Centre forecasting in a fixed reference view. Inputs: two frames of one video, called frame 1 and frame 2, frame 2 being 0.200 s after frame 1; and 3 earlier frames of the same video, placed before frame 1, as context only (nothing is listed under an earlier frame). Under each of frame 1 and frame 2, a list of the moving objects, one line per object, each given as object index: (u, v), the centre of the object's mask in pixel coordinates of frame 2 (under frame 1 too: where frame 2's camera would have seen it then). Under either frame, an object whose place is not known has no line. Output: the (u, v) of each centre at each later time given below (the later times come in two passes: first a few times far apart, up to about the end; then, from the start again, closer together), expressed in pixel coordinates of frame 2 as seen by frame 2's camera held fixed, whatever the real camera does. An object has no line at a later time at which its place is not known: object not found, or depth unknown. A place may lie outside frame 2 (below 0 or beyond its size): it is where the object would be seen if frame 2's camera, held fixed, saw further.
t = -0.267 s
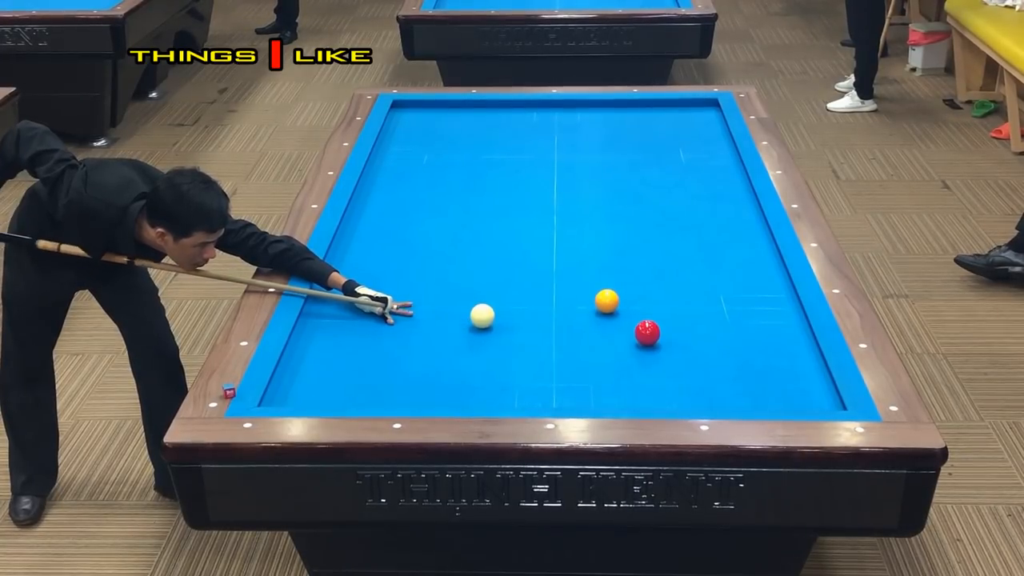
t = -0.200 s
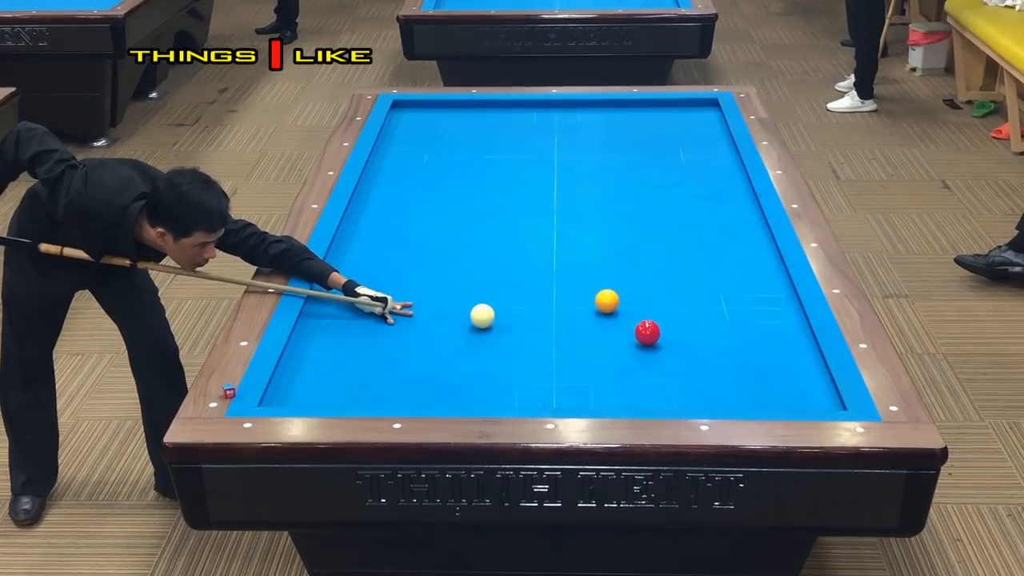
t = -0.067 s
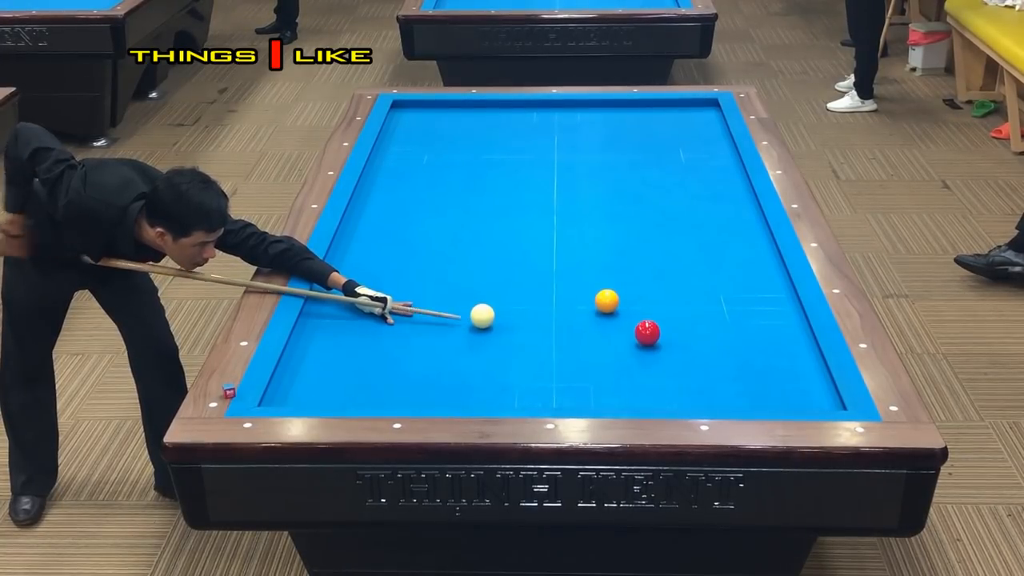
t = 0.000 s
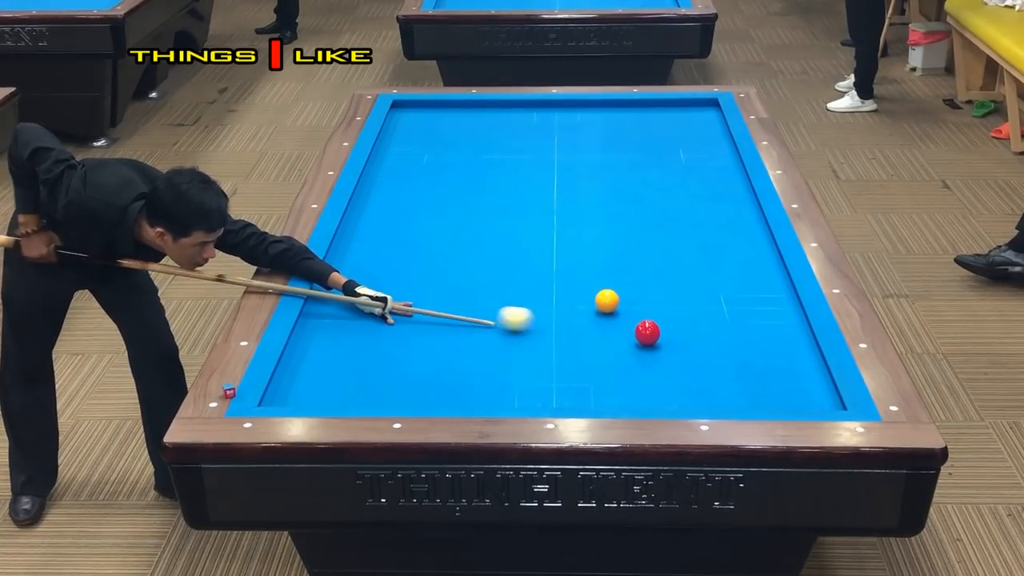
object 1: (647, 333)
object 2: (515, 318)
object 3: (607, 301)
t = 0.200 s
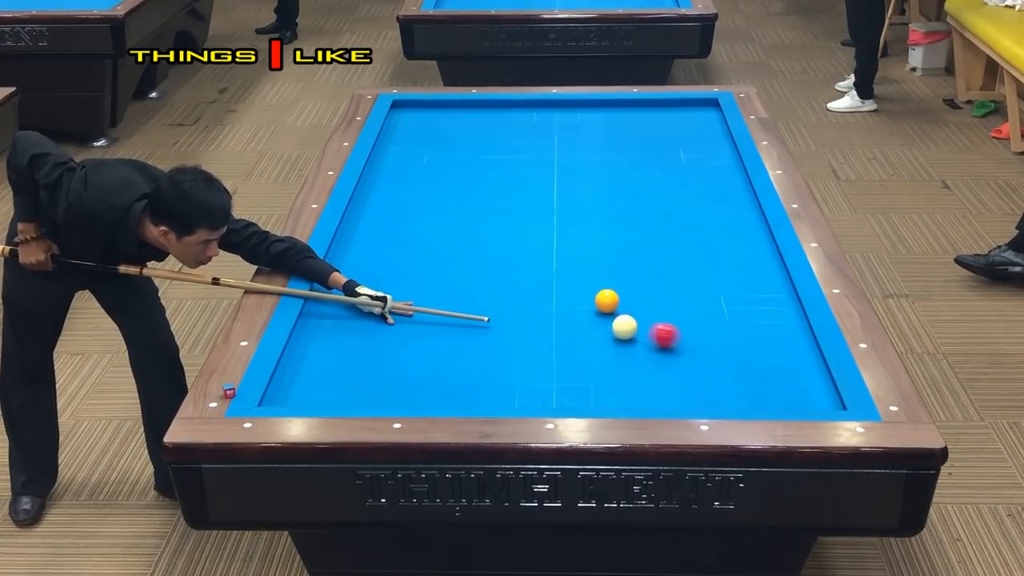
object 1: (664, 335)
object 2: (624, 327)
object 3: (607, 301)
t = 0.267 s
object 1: (697, 341)
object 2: (624, 325)
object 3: (607, 301)
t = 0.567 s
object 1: (801, 364)
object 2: (623, 316)
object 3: (606, 300)
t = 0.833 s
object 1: (737, 376)
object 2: (623, 310)
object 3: (605, 300)
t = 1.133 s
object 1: (671, 389)
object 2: (626, 306)
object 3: (603, 298)
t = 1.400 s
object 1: (611, 398)
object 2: (629, 304)
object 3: (600, 296)
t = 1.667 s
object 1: (558, 397)
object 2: (631, 302)
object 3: (597, 294)
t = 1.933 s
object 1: (509, 392)
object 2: (633, 301)
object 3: (596, 293)
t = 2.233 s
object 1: (457, 385)
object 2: (633, 301)
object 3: (596, 293)
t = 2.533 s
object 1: (408, 378)
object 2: (633, 301)
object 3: (597, 293)
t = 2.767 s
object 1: (372, 373)
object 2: (633, 301)
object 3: (597, 293)
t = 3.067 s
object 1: (329, 366)
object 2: (633, 301)
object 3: (597, 293)
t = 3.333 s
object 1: (292, 361)
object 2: (632, 301)
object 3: (597, 293)
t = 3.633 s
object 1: (319, 353)
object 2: (633, 301)
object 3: (597, 293)
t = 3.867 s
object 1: (339, 347)
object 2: (633, 301)
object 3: (597, 293)
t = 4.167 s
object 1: (363, 340)
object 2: (633, 301)
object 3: (597, 293)
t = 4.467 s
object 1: (385, 334)
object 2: (633, 301)
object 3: (597, 293)
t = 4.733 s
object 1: (403, 329)
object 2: (633, 301)
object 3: (597, 293)
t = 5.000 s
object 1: (420, 324)
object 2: (633, 301)
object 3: (597, 293)
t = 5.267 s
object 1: (435, 320)
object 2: (632, 300)
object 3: (597, 293)
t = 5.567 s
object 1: (450, 315)
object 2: (633, 301)
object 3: (597, 293)
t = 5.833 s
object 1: (462, 312)
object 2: (633, 301)
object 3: (597, 293)
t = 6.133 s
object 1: (473, 309)
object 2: (632, 301)
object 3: (597, 293)
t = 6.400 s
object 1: (482, 306)
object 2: (632, 301)
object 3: (597, 293)
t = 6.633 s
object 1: (489, 304)
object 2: (632, 301)
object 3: (597, 293)
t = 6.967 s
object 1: (497, 301)
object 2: (633, 301)
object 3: (597, 293)
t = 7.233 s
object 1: (502, 299)
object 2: (633, 301)
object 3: (597, 293)
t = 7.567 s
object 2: (633, 301)
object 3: (597, 293)
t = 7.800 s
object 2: (632, 301)
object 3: (597, 293)
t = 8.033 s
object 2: (632, 301)
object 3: (597, 293)
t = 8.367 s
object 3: (597, 293)
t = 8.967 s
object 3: (597, 293)
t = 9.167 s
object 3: (597, 293)
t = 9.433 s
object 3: (597, 293)
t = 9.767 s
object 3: (597, 293)
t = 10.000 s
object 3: (597, 293)
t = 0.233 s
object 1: (681, 338)
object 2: (625, 326)
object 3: (607, 301)
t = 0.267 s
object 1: (697, 341)
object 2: (624, 325)
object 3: (607, 301)
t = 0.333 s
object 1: (729, 347)
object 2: (624, 323)
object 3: (607, 301)
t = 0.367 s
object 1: (743, 350)
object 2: (624, 322)
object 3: (607, 301)
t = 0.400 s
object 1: (758, 352)
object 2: (624, 321)
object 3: (607, 301)
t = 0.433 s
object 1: (773, 355)
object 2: (624, 320)
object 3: (607, 301)
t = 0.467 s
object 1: (787, 357)
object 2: (624, 319)
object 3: (607, 301)
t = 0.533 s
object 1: (811, 363)
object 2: (624, 317)
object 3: (606, 300)
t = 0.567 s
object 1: (801, 364)
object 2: (623, 316)
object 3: (606, 300)
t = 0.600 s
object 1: (791, 366)
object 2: (623, 315)
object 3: (606, 300)
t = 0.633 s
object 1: (782, 367)
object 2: (623, 315)
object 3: (606, 300)
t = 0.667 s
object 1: (774, 368)
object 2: (623, 314)
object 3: (606, 300)
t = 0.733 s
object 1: (760, 372)
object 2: (623, 312)
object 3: (606, 300)
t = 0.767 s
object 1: (752, 373)
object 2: (623, 311)
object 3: (605, 300)
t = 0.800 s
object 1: (745, 374)
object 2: (623, 310)
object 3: (605, 300)
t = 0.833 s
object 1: (737, 376)
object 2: (623, 310)
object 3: (605, 300)
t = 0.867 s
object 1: (730, 377)
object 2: (622, 309)
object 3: (605, 300)
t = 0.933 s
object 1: (715, 380)
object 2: (623, 308)
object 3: (604, 299)
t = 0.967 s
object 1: (708, 382)
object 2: (624, 308)
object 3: (604, 299)
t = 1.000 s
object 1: (700, 383)
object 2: (624, 307)
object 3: (604, 299)
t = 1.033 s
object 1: (693, 385)
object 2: (625, 307)
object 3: (604, 299)
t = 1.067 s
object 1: (685, 386)
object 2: (625, 307)
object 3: (603, 299)
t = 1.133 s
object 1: (671, 389)
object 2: (626, 306)
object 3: (603, 298)
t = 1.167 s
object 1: (663, 391)
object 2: (626, 306)
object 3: (602, 298)
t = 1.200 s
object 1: (656, 392)
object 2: (627, 305)
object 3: (602, 297)
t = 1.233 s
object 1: (648, 393)
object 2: (627, 305)
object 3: (601, 297)
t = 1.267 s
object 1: (641, 395)
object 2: (628, 305)
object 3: (601, 297)
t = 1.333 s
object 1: (626, 396)
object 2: (628, 304)
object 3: (600, 296)
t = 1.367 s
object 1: (619, 397)
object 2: (629, 304)
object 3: (600, 296)
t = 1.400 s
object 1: (611, 398)
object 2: (629, 304)
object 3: (600, 296)
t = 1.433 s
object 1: (604, 399)
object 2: (629, 304)
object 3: (599, 296)
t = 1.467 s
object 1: (596, 400)
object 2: (630, 304)
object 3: (599, 295)
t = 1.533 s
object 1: (583, 399)
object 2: (630, 303)
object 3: (598, 295)
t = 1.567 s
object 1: (577, 398)
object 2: (631, 303)
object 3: (598, 295)
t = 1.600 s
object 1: (570, 397)
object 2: (631, 303)
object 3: (598, 295)
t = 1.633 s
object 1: (564, 397)
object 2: (631, 302)
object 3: (598, 294)
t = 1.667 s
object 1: (558, 397)
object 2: (631, 302)
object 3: (597, 294)
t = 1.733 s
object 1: (545, 396)
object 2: (632, 302)
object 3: (597, 294)
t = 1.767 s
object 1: (539, 395)
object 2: (632, 302)
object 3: (597, 294)
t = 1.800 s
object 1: (533, 394)
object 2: (632, 302)
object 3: (597, 294)
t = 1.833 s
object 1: (527, 394)
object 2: (632, 302)
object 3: (597, 294)
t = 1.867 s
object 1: (521, 393)
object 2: (633, 301)
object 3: (597, 293)
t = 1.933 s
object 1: (509, 392)
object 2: (633, 301)
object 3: (596, 293)
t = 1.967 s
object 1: (503, 392)
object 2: (633, 301)
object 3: (596, 293)
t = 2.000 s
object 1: (497, 391)
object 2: (633, 301)
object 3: (596, 293)
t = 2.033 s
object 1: (491, 390)
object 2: (633, 301)
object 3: (596, 293)
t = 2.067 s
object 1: (485, 389)
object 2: (633, 301)
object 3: (596, 293)
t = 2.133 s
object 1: (474, 387)
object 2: (633, 301)
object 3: (596, 293)
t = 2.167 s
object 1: (468, 386)
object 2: (633, 301)
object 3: (596, 293)
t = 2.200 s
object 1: (463, 385)
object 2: (633, 301)
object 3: (596, 293)
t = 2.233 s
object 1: (457, 385)
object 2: (633, 301)
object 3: (596, 293)
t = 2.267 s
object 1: (451, 384)
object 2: (633, 301)
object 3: (596, 293)
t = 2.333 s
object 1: (440, 382)
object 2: (633, 301)
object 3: (596, 293)
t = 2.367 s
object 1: (435, 381)
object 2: (633, 301)
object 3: (597, 293)
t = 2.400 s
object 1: (430, 381)
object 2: (633, 301)
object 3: (597, 293)
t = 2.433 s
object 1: (424, 380)
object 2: (633, 301)
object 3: (597, 293)
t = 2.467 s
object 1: (419, 379)
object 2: (633, 301)
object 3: (597, 293)
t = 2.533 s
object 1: (408, 378)
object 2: (633, 301)
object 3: (597, 293)
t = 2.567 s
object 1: (403, 377)
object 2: (633, 301)
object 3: (597, 293)
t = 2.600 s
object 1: (398, 376)
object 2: (633, 301)
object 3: (597, 293)
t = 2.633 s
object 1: (393, 376)
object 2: (633, 301)
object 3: (597, 293)
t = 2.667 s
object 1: (388, 375)
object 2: (633, 301)
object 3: (597, 293)
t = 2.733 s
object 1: (377, 373)
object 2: (633, 301)
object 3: (597, 293)
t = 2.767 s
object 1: (372, 373)
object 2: (633, 301)
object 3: (597, 293)
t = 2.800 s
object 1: (368, 372)
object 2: (633, 301)
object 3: (597, 293)
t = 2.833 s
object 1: (362, 371)
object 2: (633, 301)
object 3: (597, 293)
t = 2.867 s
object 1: (358, 370)
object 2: (633, 301)
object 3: (597, 293)
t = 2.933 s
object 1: (348, 369)
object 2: (633, 301)
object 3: (597, 293)
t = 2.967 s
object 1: (343, 368)
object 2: (633, 301)
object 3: (597, 293)
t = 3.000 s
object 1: (338, 368)
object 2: (633, 301)
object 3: (597, 293)
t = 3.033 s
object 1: (334, 367)
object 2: (633, 301)
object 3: (597, 293)
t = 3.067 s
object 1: (329, 366)
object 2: (633, 301)
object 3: (597, 293)
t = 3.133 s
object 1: (320, 365)
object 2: (633, 301)
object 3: (597, 293)
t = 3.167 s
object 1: (315, 364)
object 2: (633, 301)
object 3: (597, 293)
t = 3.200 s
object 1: (311, 364)
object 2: (633, 301)
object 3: (597, 293)
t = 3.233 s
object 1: (306, 363)
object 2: (633, 301)
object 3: (597, 293)
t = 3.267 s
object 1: (301, 363)
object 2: (632, 301)
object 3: (597, 293)
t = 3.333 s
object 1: (292, 361)
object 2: (632, 301)
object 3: (597, 293)
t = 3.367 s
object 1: (293, 360)
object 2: (633, 301)
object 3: (597, 293)
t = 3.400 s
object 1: (296, 359)
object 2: (633, 301)
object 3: (597, 293)
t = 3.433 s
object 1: (300, 359)
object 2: (633, 301)
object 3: (597, 293)
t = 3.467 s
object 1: (303, 358)
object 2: (633, 301)
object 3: (597, 293)
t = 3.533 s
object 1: (309, 356)
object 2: (633, 301)
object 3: (597, 293)
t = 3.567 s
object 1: (312, 355)
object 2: (633, 301)
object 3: (597, 293)
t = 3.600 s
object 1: (315, 354)
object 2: (633, 301)
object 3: (597, 293)
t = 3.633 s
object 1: (319, 353)
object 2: (633, 301)
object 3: (597, 293)
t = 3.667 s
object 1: (322, 352)
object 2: (633, 301)
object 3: (597, 293)
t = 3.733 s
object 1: (327, 351)
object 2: (633, 301)
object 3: (597, 293)
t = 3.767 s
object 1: (330, 350)
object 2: (633, 301)
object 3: (597, 293)
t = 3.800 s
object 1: (333, 349)
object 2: (633, 301)
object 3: (597, 293)
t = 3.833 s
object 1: (336, 348)
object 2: (633, 301)
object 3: (597, 293)
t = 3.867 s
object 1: (339, 347)
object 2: (633, 301)
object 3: (597, 293)
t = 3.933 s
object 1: (344, 346)
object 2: (633, 301)
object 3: (597, 293)
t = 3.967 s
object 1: (347, 345)
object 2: (633, 301)
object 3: (597, 293)
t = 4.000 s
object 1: (350, 344)
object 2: (633, 301)
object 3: (597, 293)
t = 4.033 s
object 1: (353, 343)
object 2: (633, 301)
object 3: (597, 293)
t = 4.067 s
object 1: (355, 343)
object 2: (633, 301)
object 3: (597, 293)
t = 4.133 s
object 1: (361, 341)
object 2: (633, 301)
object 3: (597, 293)
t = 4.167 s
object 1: (363, 340)
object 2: (633, 301)
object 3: (597, 293)
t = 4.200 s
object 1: (366, 339)
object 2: (633, 301)
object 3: (597, 293)
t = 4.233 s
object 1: (368, 339)
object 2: (633, 301)
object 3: (597, 293)
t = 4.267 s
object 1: (371, 338)
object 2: (633, 301)
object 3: (597, 293)
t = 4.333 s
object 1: (376, 336)
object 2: (633, 301)
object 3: (597, 293)
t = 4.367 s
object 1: (378, 336)
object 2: (632, 301)
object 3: (597, 293)
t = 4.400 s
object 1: (381, 335)
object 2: (633, 301)
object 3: (597, 293)
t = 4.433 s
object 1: (383, 334)
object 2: (633, 301)
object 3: (597, 293)
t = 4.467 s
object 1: (385, 334)
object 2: (633, 301)
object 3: (597, 293)
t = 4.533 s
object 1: (390, 333)
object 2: (632, 301)
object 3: (597, 293)
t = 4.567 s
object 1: (392, 332)
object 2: (632, 301)
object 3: (597, 293)
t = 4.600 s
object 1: (394, 331)
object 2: (632, 301)
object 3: (597, 293)
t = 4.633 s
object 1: (397, 331)
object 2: (632, 301)
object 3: (597, 293)
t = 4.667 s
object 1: (399, 330)
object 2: (632, 301)
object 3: (597, 293)
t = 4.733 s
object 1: (403, 329)
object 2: (633, 301)
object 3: (597, 293)
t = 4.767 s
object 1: (405, 328)
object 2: (633, 301)
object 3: (597, 293)
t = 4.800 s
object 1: (407, 327)
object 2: (633, 301)
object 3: (597, 293)
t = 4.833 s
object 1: (409, 327)
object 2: (633, 301)
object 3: (597, 293)
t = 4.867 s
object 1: (412, 326)
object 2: (633, 301)
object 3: (597, 293)
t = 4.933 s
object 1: (416, 325)
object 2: (633, 301)
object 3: (597, 293)
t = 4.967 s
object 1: (418, 325)
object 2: (633, 301)
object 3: (597, 293)
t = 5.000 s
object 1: (420, 324)
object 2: (633, 301)
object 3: (597, 293)
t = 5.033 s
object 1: (422, 323)
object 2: (633, 301)
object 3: (597, 293)
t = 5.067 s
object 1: (424, 323)
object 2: (633, 301)
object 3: (597, 293)
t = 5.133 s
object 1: (427, 322)
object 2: (633, 300)
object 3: (597, 293)
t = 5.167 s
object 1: (429, 321)
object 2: (633, 300)
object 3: (597, 293)
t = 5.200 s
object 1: (431, 321)
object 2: (632, 300)
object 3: (597, 293)
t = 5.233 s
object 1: (433, 320)
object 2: (632, 300)
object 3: (597, 293)
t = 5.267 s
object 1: (435, 320)
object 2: (632, 300)
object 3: (597, 293)
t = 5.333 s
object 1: (438, 319)
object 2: (632, 300)
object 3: (597, 293)
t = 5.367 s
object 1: (440, 318)
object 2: (632, 300)
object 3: (597, 293)
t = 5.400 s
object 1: (442, 318)
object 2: (632, 300)
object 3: (597, 293)
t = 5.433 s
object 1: (443, 317)
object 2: (633, 300)
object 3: (597, 293)
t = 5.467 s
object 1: (445, 317)
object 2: (633, 301)
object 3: (597, 293)
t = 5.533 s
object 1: (448, 316)
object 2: (633, 301)
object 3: (597, 293)
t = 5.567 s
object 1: (450, 315)
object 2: (633, 301)
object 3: (597, 293)
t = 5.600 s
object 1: (451, 315)
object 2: (632, 301)
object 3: (597, 293)
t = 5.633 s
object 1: (453, 314)
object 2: (632, 301)
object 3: (597, 293)
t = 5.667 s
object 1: (455, 314)
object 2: (632, 301)
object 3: (597, 293)
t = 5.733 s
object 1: (457, 313)
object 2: (633, 301)
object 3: (597, 293)
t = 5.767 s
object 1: (459, 313)
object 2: (632, 301)
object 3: (597, 293)
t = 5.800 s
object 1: (460, 312)
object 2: (633, 301)
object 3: (597, 293)
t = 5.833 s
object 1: (462, 312)
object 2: (633, 301)
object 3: (597, 293)
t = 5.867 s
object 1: (463, 312)
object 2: (632, 301)
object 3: (597, 293)
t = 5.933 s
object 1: (466, 311)
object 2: (632, 301)
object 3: (597, 293)
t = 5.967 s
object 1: (467, 310)
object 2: (633, 301)
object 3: (597, 293)
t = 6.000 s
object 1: (468, 310)
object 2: (632, 301)
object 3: (597, 293)
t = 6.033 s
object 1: (470, 310)
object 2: (633, 301)
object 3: (597, 293)
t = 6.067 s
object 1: (471, 309)
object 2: (632, 301)
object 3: (597, 293)
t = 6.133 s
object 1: (473, 309)
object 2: (632, 301)
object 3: (597, 293)
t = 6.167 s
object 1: (474, 308)
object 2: (632, 301)
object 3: (597, 293)
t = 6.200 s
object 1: (476, 307)
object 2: (632, 301)
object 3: (597, 293)
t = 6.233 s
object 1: (477, 307)
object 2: (632, 301)
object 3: (597, 293)
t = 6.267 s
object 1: (478, 307)
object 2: (633, 301)
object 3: (597, 293)
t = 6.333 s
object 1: (480, 306)
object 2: (632, 301)
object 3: (597, 293)
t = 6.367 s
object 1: (481, 306)
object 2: (632, 301)
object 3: (597, 293)
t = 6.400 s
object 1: (482, 306)
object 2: (632, 301)
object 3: (597, 293)
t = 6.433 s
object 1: (483, 305)
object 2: (632, 301)
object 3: (597, 293)
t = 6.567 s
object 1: (487, 304)
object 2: (633, 301)
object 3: (597, 293)
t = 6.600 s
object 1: (488, 304)
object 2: (633, 301)
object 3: (597, 293)
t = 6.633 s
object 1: (489, 304)
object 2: (632, 301)
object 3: (597, 293)
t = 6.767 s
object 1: (492, 302)
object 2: (632, 301)
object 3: (597, 293)
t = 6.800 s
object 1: (493, 302)
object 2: (633, 301)
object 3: (597, 293)
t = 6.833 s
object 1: (494, 302)
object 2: (633, 301)
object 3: (597, 293)
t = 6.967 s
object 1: (497, 301)
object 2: (633, 301)
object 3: (597, 293)
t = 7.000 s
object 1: (497, 301)
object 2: (633, 301)
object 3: (597, 293)
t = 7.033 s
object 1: (498, 301)
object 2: (633, 301)
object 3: (597, 293)
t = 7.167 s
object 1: (501, 300)
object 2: (633, 301)
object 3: (597, 293)
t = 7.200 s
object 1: (501, 300)
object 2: (633, 301)
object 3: (597, 293)
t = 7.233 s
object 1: (502, 299)
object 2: (633, 301)
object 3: (597, 293)
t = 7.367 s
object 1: (504, 299)
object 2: (633, 301)
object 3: (597, 293)
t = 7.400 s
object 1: (504, 299)
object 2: (633, 301)
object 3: (597, 293)
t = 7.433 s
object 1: (505, 299)
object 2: (633, 301)
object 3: (597, 293)
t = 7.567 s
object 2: (633, 301)
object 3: (597, 293)
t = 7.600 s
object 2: (633, 301)
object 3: (597, 293)
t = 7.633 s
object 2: (633, 301)
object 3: (597, 293)
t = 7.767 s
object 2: (633, 301)
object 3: (597, 293)
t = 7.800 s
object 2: (632, 301)
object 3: (597, 293)
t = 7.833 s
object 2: (632, 301)
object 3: (597, 293)
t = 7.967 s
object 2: (632, 301)
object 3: (597, 293)
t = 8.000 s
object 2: (632, 301)
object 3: (597, 293)
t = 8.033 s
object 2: (632, 301)
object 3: (597, 293)
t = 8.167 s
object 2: (634, 301)
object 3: (597, 293)
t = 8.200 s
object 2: (634, 301)
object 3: (597, 293)
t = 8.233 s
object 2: (630, 299)
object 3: (597, 293)
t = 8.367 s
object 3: (597, 293)
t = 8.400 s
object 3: (597, 293)
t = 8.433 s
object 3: (597, 293)
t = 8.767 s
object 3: (597, 293)
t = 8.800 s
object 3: (597, 293)
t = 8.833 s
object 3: (597, 293)
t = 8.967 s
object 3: (597, 293)
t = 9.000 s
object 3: (597, 293)
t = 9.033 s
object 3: (597, 293)
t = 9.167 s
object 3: (597, 293)
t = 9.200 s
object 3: (597, 293)
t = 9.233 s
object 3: (597, 293)
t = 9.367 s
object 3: (597, 293)
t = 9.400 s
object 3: (597, 293)
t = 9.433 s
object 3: (597, 293)
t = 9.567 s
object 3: (597, 293)
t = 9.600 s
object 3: (597, 293)
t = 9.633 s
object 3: (597, 293)
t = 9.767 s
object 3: (597, 293)
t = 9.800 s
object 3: (597, 293)
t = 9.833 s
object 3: (597, 293)
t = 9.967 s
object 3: (597, 293)
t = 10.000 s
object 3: (597, 293)
